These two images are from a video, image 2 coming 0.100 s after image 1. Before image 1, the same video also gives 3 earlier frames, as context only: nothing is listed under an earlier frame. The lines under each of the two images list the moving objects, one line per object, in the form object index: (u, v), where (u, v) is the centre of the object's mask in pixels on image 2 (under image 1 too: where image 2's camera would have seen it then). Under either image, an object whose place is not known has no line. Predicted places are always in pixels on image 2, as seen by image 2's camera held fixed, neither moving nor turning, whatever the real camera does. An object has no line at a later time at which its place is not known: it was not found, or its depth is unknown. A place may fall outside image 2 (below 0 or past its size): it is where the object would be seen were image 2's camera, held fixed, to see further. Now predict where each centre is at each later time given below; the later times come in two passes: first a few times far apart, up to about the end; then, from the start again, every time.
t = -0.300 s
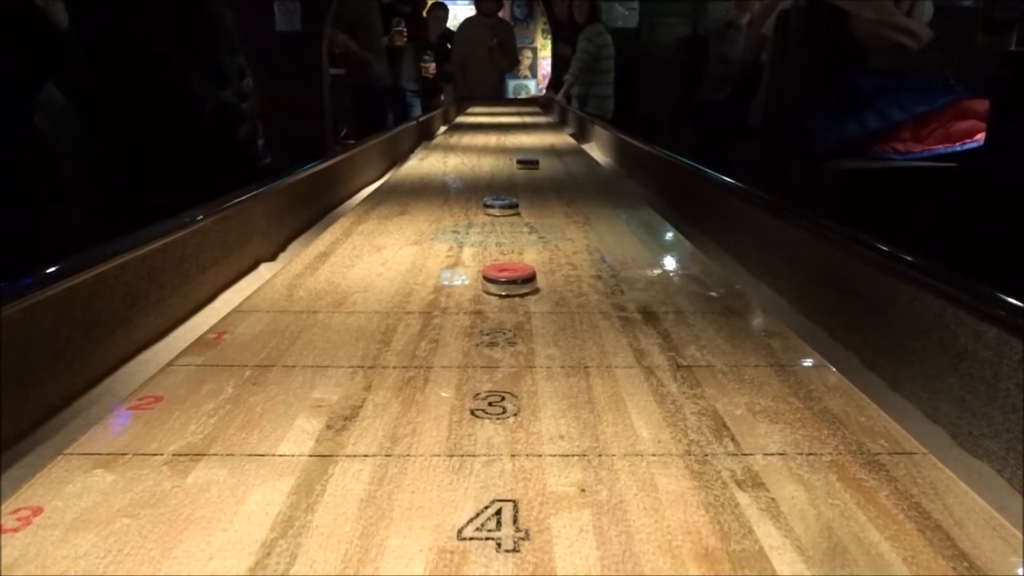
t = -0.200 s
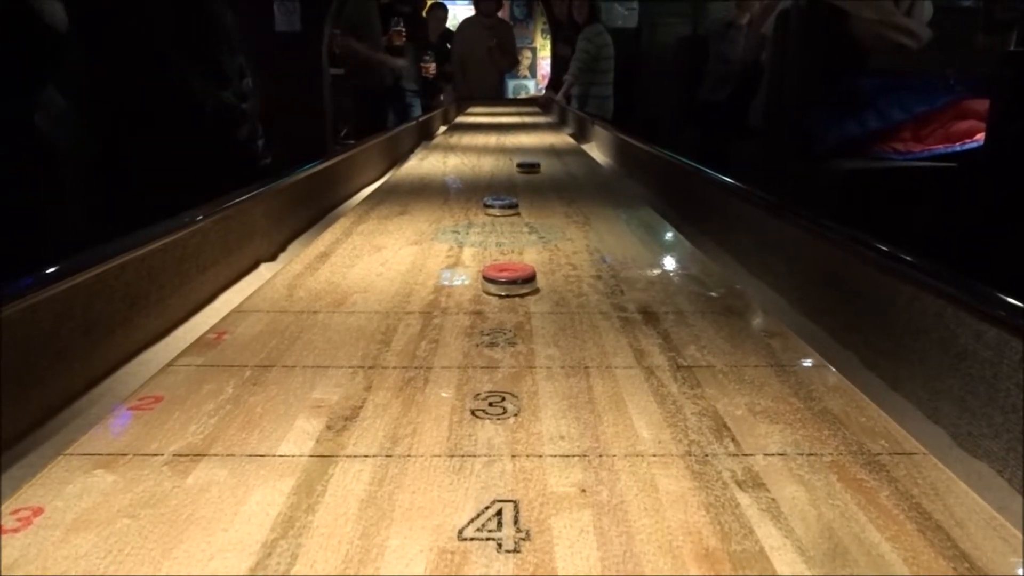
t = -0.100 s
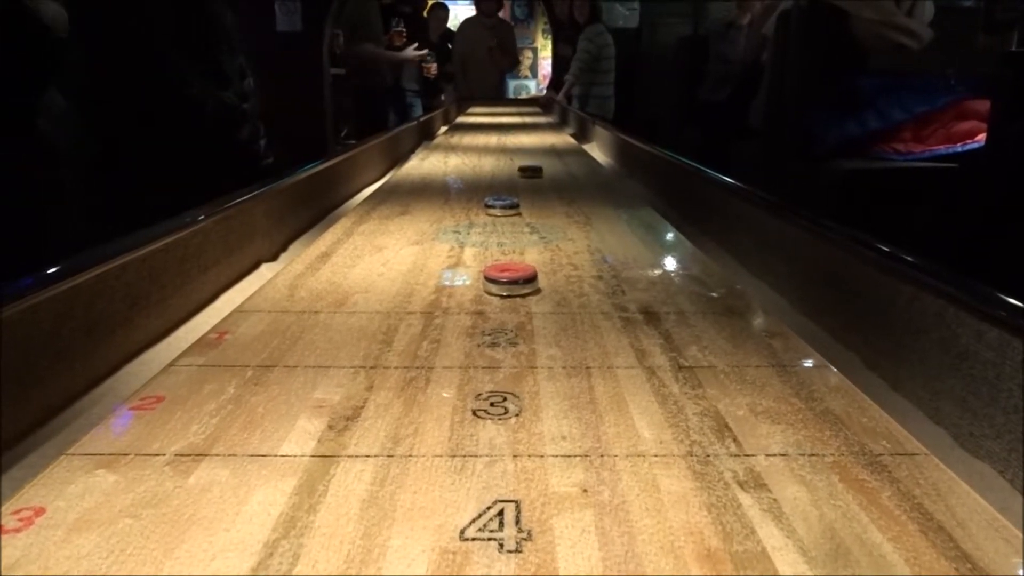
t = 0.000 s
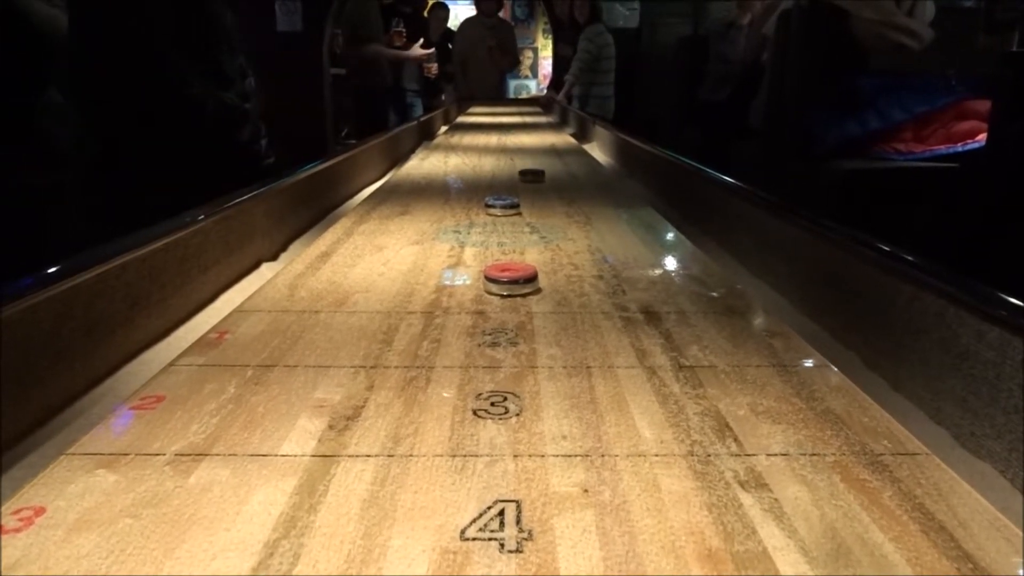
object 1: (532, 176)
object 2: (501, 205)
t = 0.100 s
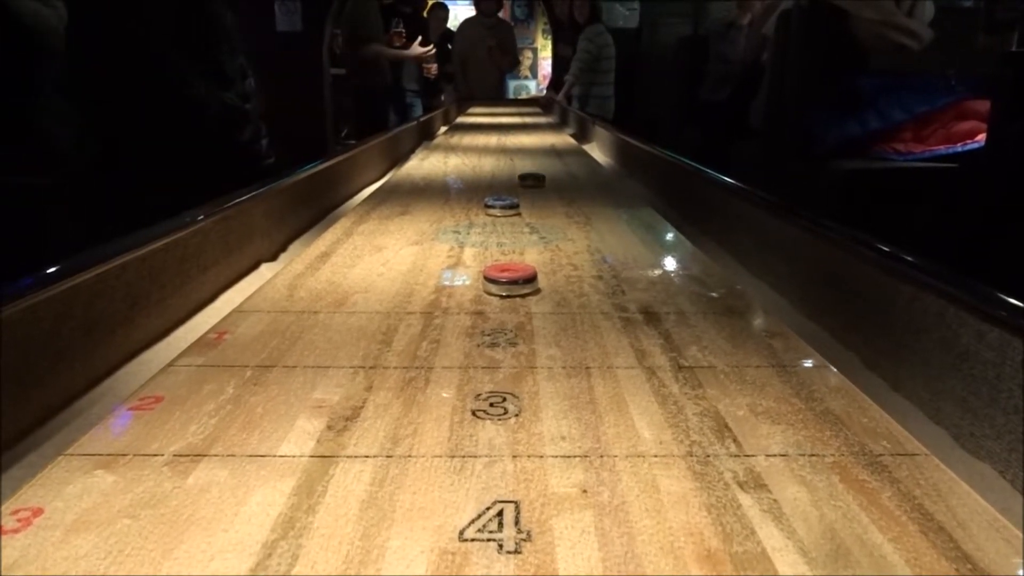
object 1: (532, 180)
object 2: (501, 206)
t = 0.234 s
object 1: (533, 186)
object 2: (501, 206)
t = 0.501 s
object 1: (536, 201)
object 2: (501, 206)
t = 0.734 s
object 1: (558, 214)
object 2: (482, 207)
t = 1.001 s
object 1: (598, 230)
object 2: (456, 208)
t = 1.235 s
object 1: (636, 247)
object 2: (440, 209)
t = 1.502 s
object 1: (681, 268)
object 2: (436, 209)
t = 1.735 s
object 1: (726, 289)
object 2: (436, 209)
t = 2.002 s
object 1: (778, 314)
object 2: (436, 209)
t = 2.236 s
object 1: (827, 339)
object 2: (436, 209)
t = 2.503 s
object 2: (437, 209)
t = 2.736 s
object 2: (437, 209)
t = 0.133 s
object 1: (532, 181)
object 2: (501, 206)
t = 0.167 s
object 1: (533, 183)
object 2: (501, 205)
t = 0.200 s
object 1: (532, 184)
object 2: (501, 206)
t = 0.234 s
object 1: (533, 186)
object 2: (501, 206)
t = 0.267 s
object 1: (534, 188)
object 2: (502, 205)
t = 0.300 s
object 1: (534, 189)
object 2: (502, 205)
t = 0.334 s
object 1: (535, 191)
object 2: (501, 205)
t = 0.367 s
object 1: (536, 194)
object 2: (502, 206)
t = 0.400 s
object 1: (536, 196)
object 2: (501, 205)
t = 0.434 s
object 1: (536, 197)
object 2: (502, 205)
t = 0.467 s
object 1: (536, 199)
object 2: (501, 205)
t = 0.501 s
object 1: (536, 201)
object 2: (501, 206)
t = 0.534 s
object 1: (536, 203)
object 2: (501, 206)
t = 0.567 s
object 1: (536, 205)
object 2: (501, 206)
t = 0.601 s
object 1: (540, 207)
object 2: (497, 206)
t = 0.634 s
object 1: (545, 208)
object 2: (493, 206)
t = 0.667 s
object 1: (549, 210)
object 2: (489, 206)
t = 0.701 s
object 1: (553, 212)
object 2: (486, 207)
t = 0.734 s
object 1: (558, 214)
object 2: (482, 207)
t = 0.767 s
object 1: (564, 216)
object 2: (478, 207)
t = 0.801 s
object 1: (568, 218)
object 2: (475, 207)
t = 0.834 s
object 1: (573, 219)
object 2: (472, 207)
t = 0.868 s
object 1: (577, 222)
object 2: (468, 208)
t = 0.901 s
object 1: (582, 224)
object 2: (465, 208)
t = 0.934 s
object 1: (588, 226)
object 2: (462, 208)
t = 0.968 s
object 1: (593, 228)
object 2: (459, 208)
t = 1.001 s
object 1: (598, 230)
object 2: (456, 208)
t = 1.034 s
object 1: (603, 233)
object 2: (454, 208)
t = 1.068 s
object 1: (608, 235)
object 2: (451, 209)
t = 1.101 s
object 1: (614, 237)
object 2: (448, 209)
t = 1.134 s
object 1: (619, 239)
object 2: (446, 209)
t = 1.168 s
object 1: (625, 241)
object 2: (444, 209)
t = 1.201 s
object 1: (631, 244)
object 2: (442, 209)
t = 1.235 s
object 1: (636, 247)
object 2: (440, 209)
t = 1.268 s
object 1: (641, 249)
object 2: (440, 209)
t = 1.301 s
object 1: (647, 251)
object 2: (438, 209)
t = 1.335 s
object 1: (653, 254)
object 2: (437, 209)
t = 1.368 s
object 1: (658, 257)
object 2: (437, 209)
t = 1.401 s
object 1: (664, 259)
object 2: (436, 209)
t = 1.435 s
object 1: (670, 262)
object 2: (436, 209)
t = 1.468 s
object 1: (675, 264)
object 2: (436, 209)
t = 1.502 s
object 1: (681, 268)
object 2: (436, 209)
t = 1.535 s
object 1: (687, 270)
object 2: (436, 209)
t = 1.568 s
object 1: (694, 273)
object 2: (436, 209)
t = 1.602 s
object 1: (699, 276)
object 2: (436, 209)
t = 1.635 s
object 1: (706, 279)
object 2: (436, 209)
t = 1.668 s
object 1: (712, 283)
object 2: (436, 209)
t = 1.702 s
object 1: (718, 286)
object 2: (436, 209)
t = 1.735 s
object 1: (726, 289)
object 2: (436, 209)
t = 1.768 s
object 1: (732, 292)
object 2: (436, 209)
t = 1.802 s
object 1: (738, 295)
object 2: (436, 209)
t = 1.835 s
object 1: (745, 298)
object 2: (436, 209)
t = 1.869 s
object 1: (751, 301)
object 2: (436, 209)
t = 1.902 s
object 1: (758, 304)
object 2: (436, 209)
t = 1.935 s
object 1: (765, 308)
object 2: (436, 209)
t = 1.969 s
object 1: (772, 311)
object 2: (436, 209)
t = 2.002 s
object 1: (778, 314)
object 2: (436, 209)
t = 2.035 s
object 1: (785, 317)
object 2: (436, 209)
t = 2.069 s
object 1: (791, 321)
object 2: (436, 209)
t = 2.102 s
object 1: (795, 323)
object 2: (436, 209)
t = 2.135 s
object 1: (804, 327)
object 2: (436, 209)
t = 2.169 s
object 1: (811, 330)
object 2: (436, 209)
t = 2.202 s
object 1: (818, 334)
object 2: (436, 209)
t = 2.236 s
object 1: (827, 339)
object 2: (436, 209)
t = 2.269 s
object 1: (837, 347)
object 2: (436, 209)
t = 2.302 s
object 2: (436, 209)
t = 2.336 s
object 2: (436, 209)
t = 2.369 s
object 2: (436, 209)
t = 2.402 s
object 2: (437, 209)
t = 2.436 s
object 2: (437, 209)
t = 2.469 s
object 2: (436, 209)
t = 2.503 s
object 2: (437, 209)
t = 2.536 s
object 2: (437, 209)
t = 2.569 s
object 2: (437, 209)
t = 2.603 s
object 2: (437, 209)
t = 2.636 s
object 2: (437, 209)
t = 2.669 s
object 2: (437, 209)
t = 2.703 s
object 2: (437, 209)
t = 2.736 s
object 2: (437, 209)
